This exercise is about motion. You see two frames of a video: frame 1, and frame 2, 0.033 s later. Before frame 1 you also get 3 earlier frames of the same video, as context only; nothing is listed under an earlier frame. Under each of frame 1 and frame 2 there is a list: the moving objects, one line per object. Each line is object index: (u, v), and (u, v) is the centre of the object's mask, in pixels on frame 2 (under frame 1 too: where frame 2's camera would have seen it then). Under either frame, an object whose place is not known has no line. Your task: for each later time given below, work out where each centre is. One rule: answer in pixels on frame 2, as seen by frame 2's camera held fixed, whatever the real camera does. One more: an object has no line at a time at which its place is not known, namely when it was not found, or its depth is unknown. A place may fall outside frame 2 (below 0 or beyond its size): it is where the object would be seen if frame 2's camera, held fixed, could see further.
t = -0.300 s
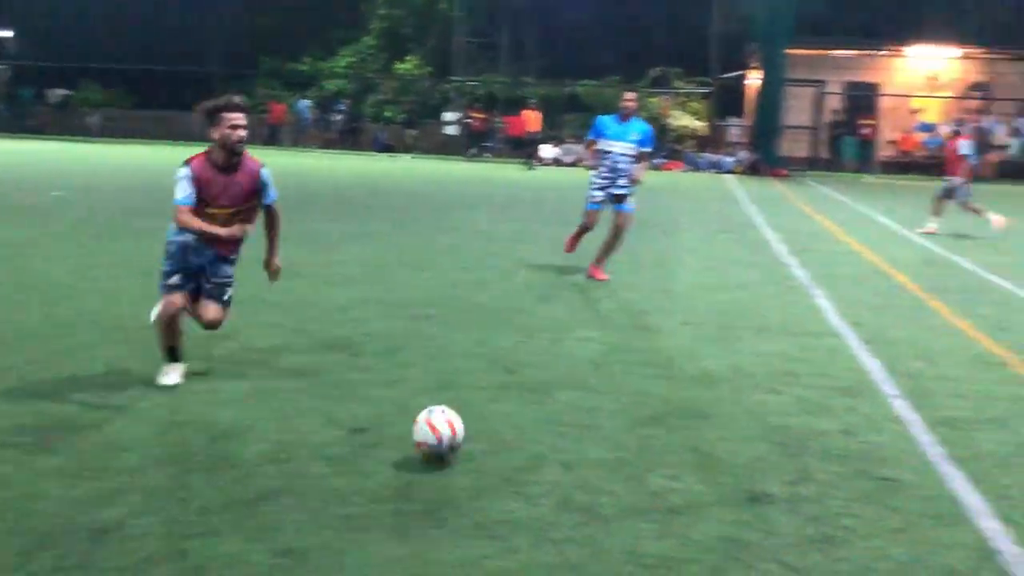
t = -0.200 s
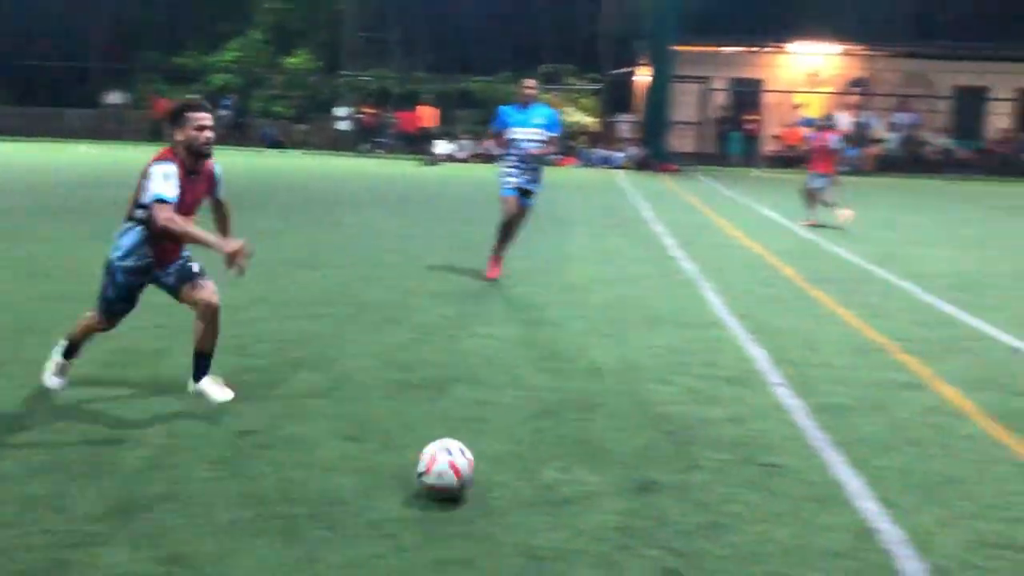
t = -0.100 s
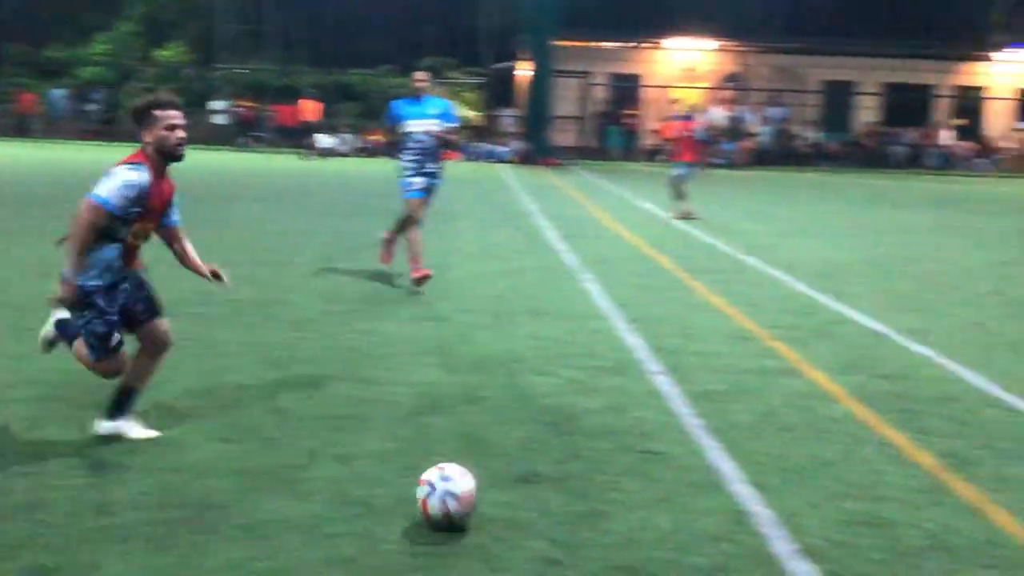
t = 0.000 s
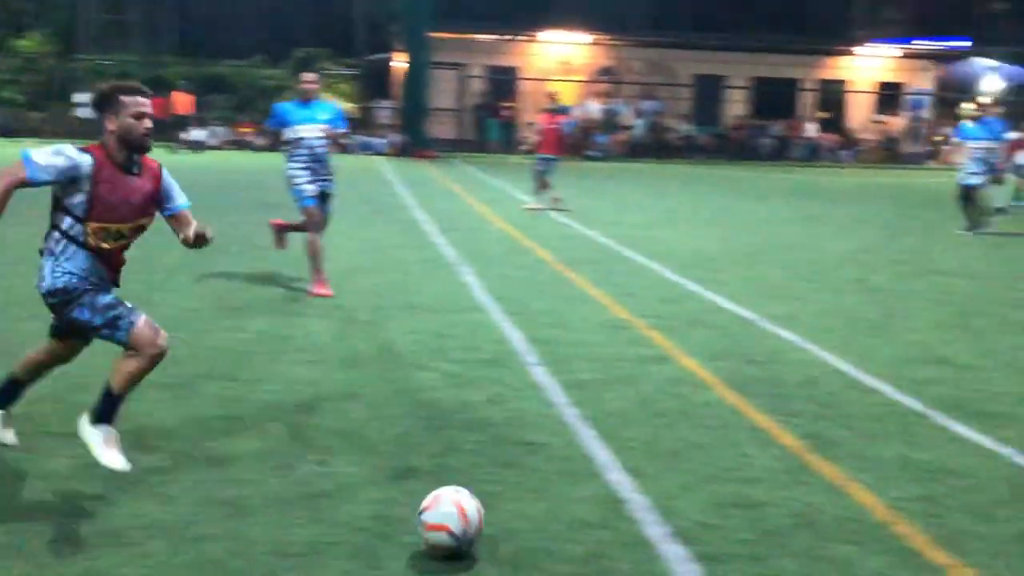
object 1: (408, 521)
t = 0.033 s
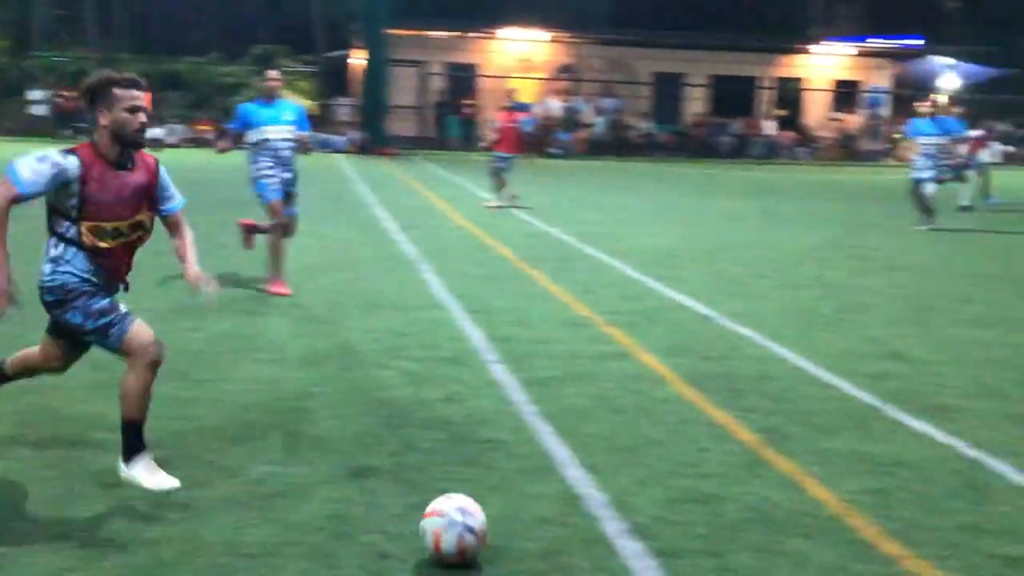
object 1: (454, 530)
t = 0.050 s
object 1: (476, 536)
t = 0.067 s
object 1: (500, 540)
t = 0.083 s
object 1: (523, 543)
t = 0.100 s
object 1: (544, 546)
